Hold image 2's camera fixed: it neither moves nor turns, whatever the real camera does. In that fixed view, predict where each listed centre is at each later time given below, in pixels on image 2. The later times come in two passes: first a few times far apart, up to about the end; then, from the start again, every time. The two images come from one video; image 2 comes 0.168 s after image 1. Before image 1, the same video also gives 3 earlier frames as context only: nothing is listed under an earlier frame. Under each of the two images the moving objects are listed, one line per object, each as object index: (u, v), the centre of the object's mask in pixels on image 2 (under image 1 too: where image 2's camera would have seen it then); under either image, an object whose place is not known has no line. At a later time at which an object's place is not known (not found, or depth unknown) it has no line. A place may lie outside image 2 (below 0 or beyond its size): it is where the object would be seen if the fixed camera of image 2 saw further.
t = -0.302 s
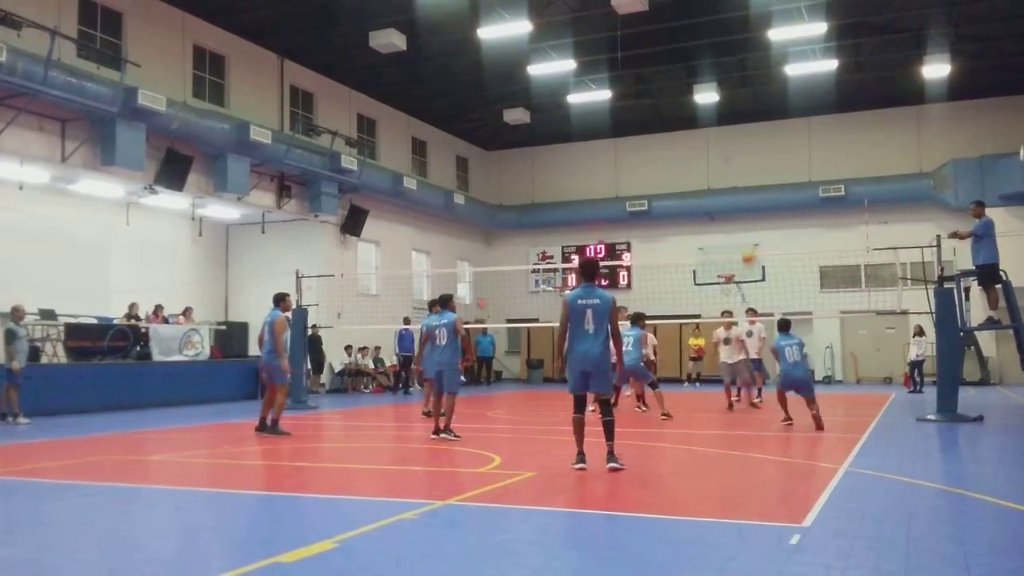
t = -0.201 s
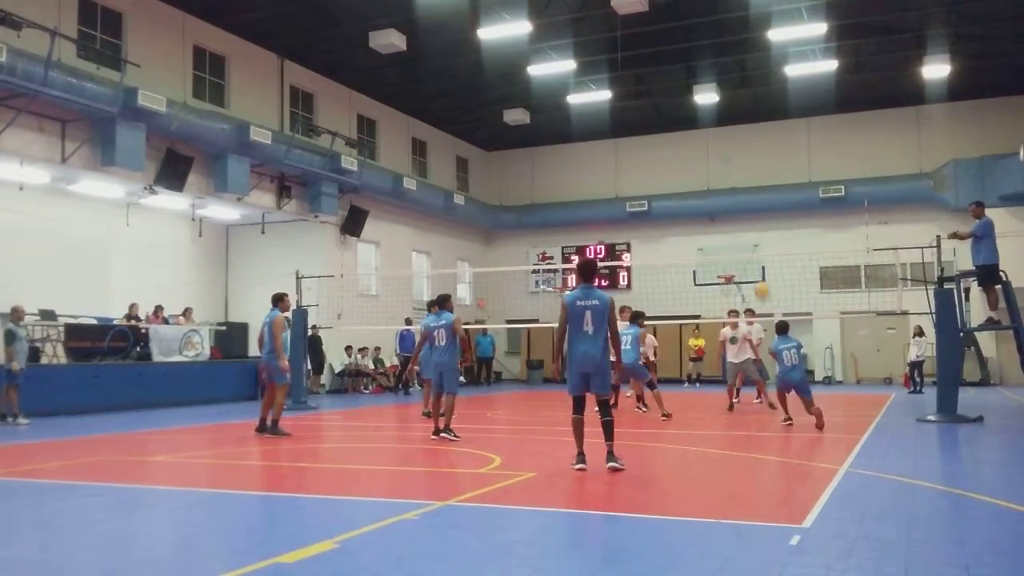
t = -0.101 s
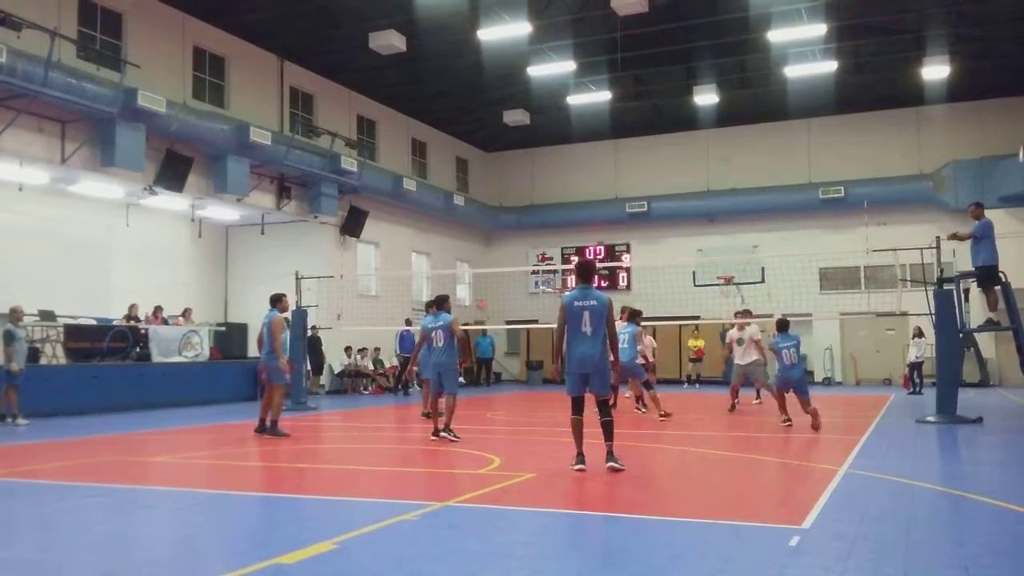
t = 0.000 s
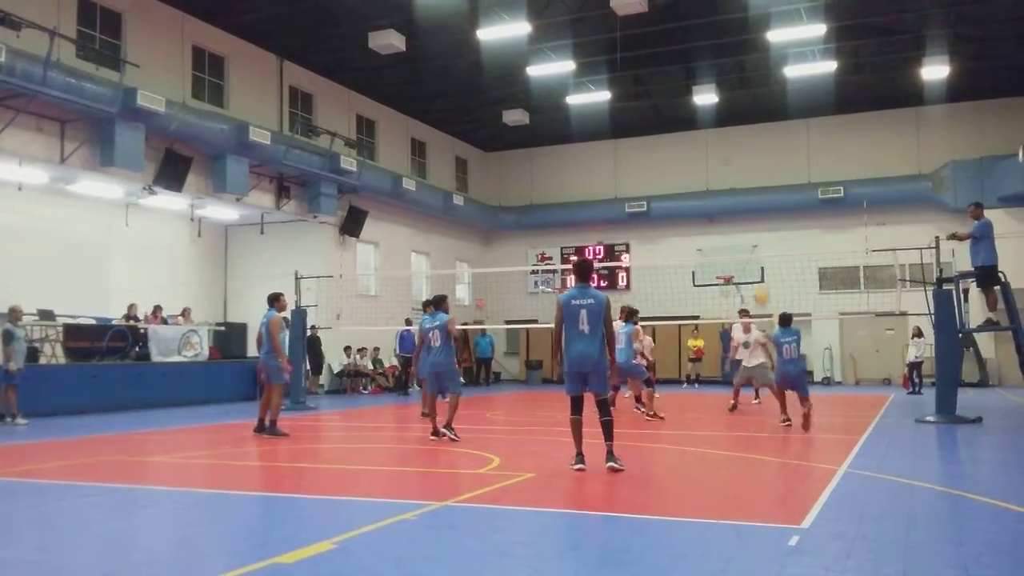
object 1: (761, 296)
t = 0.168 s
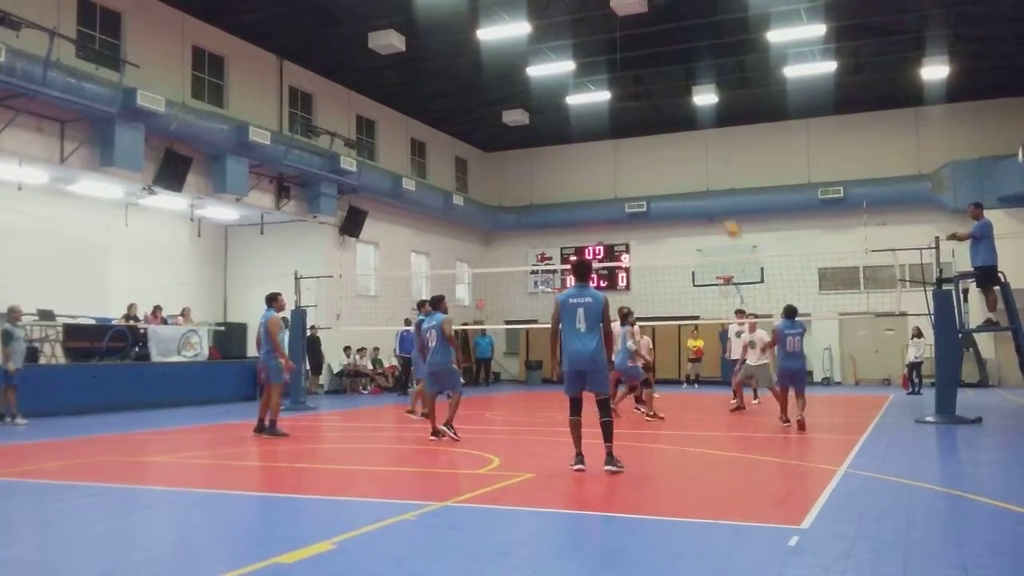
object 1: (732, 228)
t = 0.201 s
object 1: (727, 216)
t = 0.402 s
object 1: (696, 169)
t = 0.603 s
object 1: (667, 150)
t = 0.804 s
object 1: (639, 158)
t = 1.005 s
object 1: (612, 191)
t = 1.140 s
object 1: (595, 229)
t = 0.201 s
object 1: (727, 216)
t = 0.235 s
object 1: (722, 207)
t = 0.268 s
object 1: (717, 197)
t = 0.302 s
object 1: (711, 190)
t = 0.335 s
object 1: (707, 182)
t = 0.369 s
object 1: (702, 175)
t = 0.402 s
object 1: (696, 169)
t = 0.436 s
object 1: (692, 164)
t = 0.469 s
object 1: (686, 160)
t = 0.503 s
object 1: (682, 156)
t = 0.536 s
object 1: (677, 154)
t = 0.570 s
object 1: (672, 151)
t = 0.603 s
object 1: (667, 150)
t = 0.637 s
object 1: (662, 149)
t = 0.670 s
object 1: (658, 149)
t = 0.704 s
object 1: (653, 150)
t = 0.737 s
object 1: (648, 152)
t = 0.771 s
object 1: (643, 154)
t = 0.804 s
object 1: (639, 158)
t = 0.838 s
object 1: (634, 161)
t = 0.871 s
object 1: (630, 165)
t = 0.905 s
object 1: (625, 171)
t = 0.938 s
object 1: (621, 177)
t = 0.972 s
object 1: (617, 184)
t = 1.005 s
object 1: (612, 191)
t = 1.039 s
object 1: (607, 200)
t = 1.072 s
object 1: (603, 209)
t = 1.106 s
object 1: (599, 218)
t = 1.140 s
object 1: (595, 229)
